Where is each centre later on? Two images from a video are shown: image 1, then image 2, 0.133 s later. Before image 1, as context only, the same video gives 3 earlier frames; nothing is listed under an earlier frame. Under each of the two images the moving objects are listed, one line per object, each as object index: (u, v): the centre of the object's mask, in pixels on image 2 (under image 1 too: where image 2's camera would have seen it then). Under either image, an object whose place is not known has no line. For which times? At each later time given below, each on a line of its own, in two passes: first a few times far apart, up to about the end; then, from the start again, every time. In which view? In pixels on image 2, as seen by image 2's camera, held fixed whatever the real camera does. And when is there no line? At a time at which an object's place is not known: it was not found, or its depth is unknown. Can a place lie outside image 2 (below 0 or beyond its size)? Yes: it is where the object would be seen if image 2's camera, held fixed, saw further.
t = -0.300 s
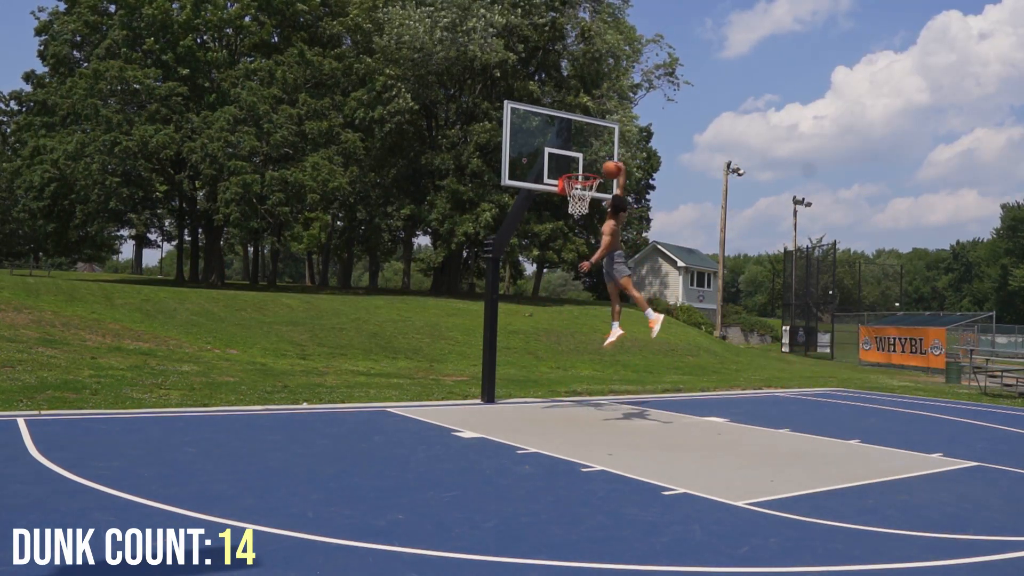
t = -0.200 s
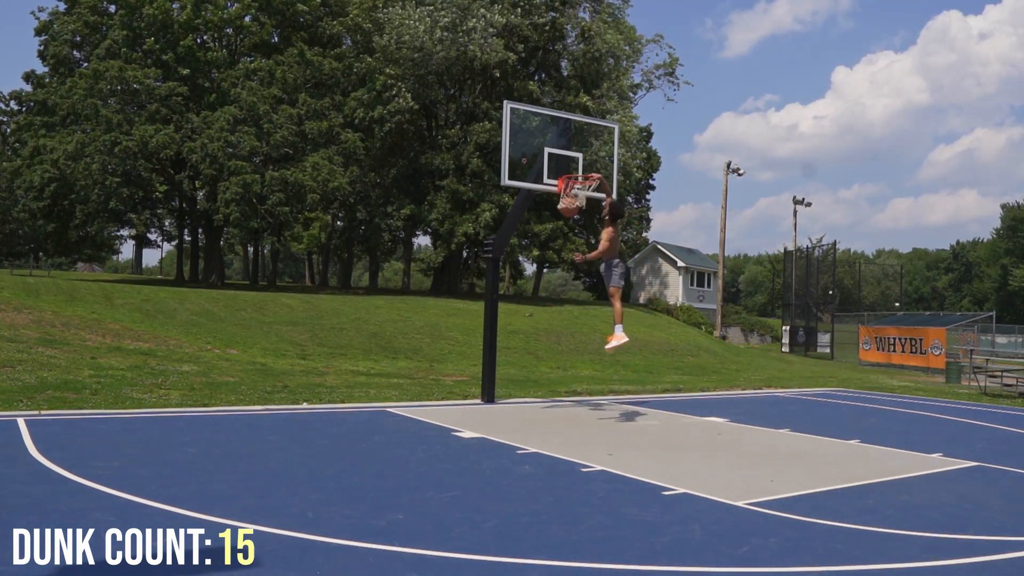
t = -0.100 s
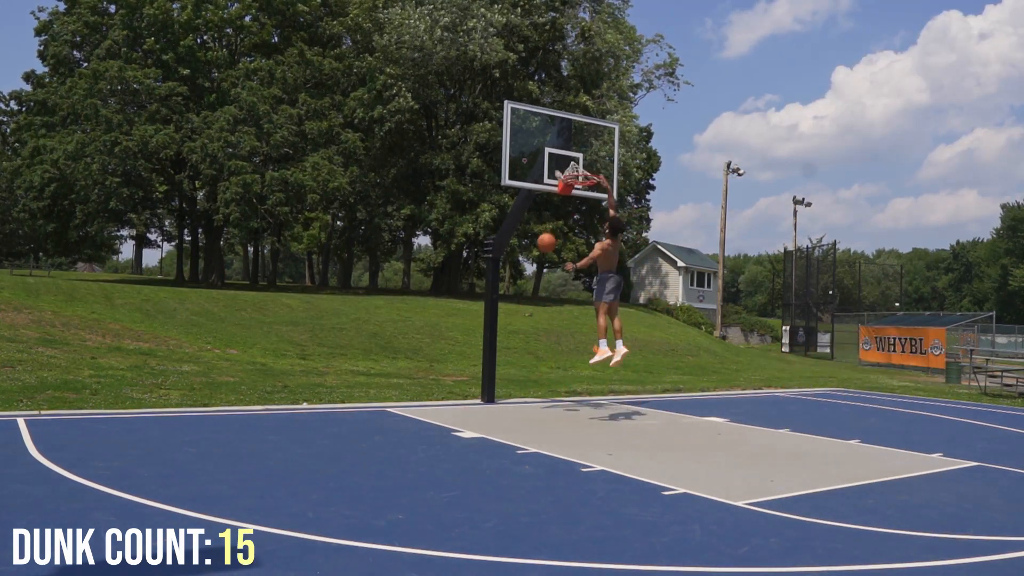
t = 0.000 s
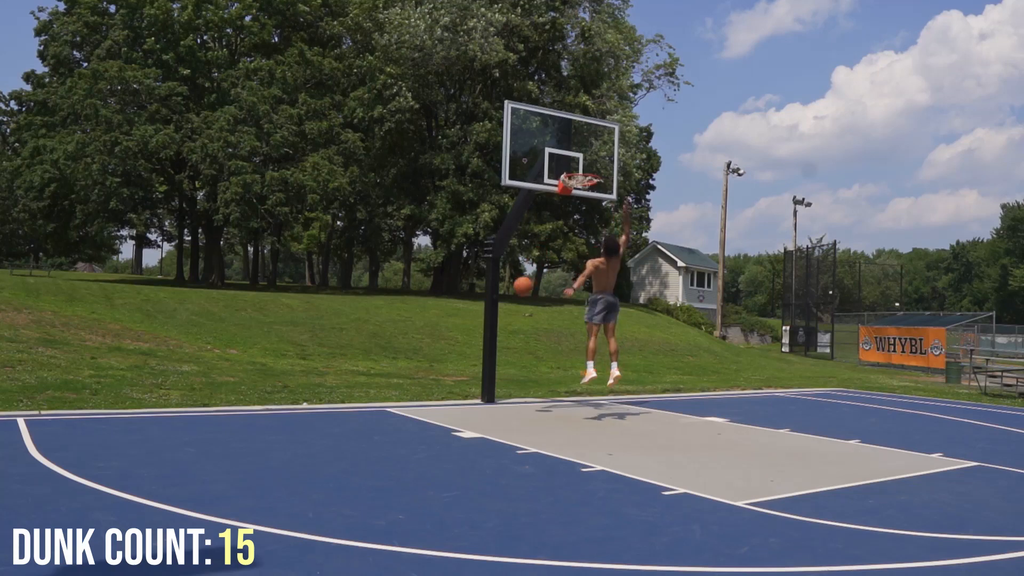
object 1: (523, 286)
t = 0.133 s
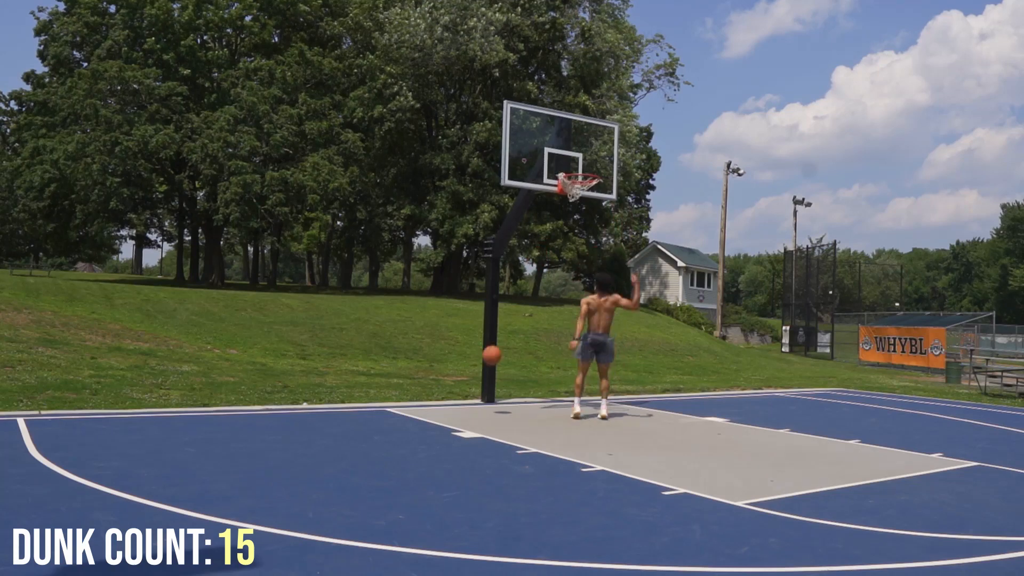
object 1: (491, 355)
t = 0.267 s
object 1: (468, 385)
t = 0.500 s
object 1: (458, 295)
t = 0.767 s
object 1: (444, 240)
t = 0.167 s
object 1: (484, 374)
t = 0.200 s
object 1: (476, 393)
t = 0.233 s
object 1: (470, 401)
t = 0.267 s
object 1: (468, 385)
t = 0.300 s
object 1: (468, 370)
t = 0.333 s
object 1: (466, 355)
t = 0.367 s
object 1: (465, 342)
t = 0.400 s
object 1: (463, 329)
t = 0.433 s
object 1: (461, 317)
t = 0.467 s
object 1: (460, 306)
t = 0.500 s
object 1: (458, 295)
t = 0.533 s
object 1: (457, 286)
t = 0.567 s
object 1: (455, 277)
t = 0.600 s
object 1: (453, 269)
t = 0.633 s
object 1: (452, 261)
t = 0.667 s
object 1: (450, 255)
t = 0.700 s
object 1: (448, 249)
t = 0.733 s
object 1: (446, 244)
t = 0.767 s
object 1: (444, 240)
